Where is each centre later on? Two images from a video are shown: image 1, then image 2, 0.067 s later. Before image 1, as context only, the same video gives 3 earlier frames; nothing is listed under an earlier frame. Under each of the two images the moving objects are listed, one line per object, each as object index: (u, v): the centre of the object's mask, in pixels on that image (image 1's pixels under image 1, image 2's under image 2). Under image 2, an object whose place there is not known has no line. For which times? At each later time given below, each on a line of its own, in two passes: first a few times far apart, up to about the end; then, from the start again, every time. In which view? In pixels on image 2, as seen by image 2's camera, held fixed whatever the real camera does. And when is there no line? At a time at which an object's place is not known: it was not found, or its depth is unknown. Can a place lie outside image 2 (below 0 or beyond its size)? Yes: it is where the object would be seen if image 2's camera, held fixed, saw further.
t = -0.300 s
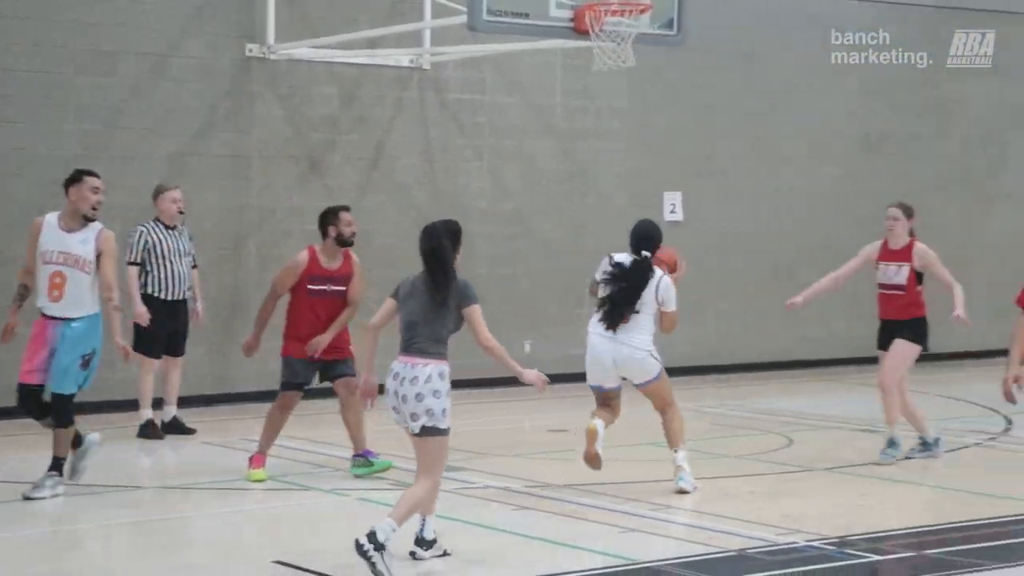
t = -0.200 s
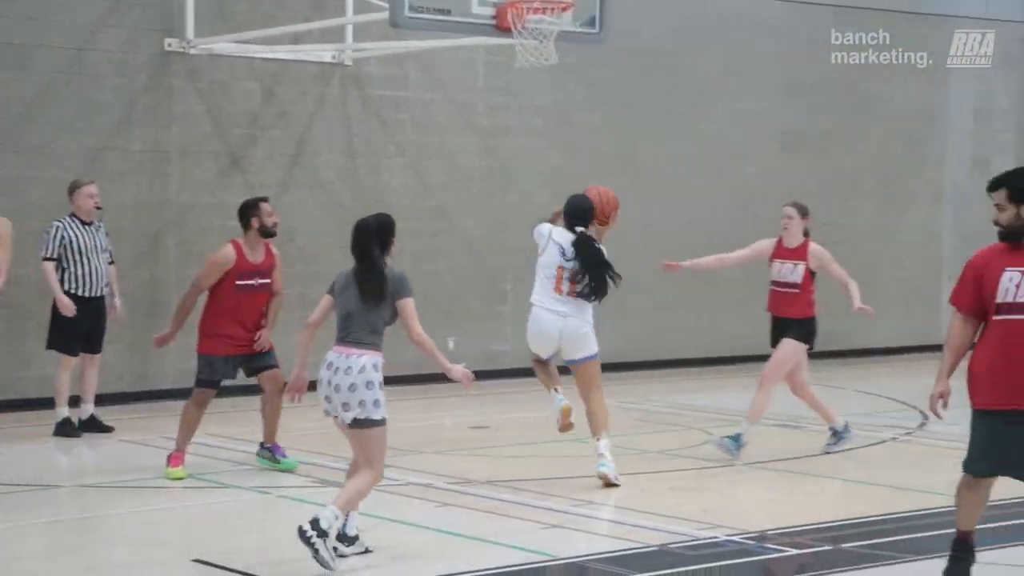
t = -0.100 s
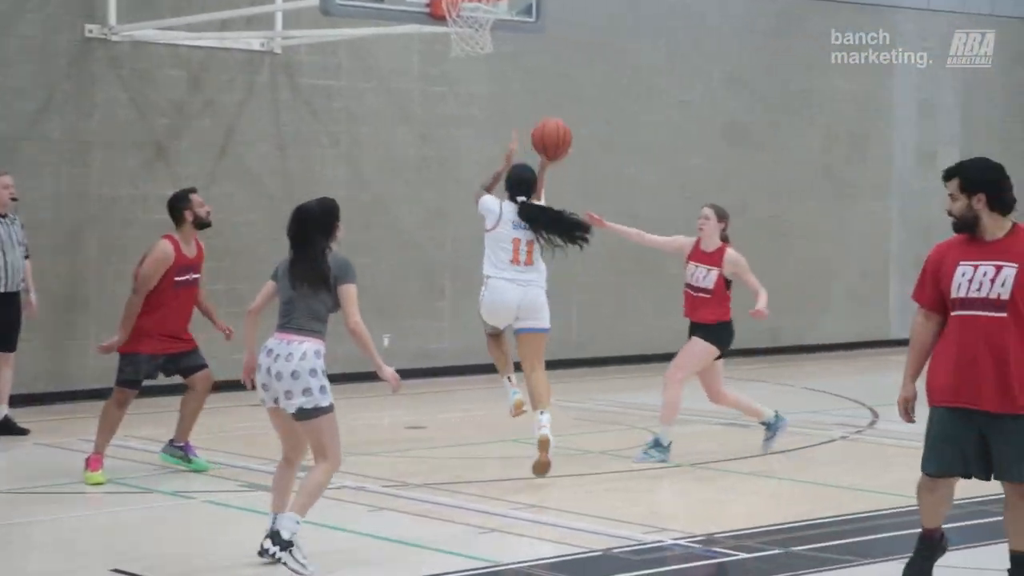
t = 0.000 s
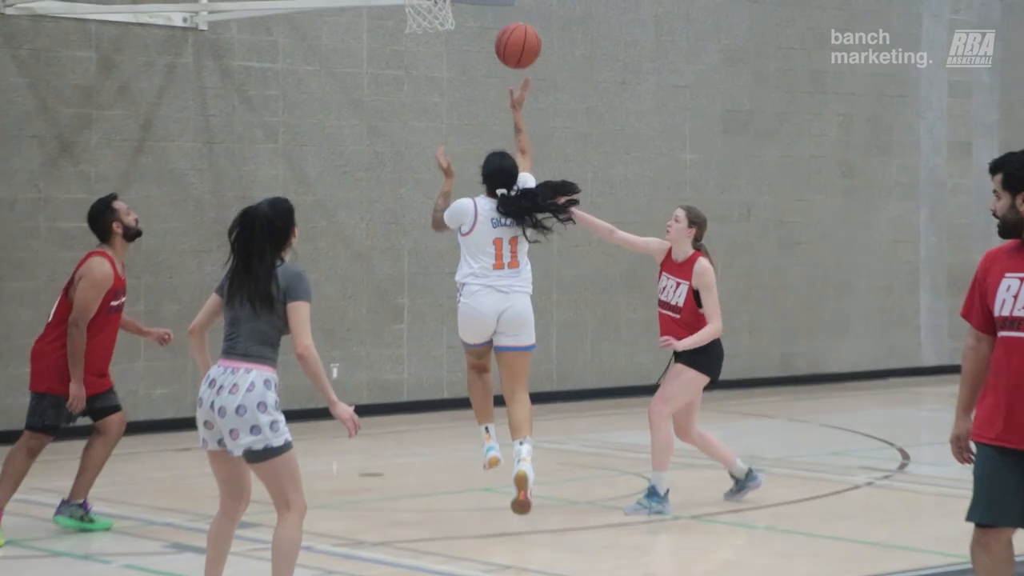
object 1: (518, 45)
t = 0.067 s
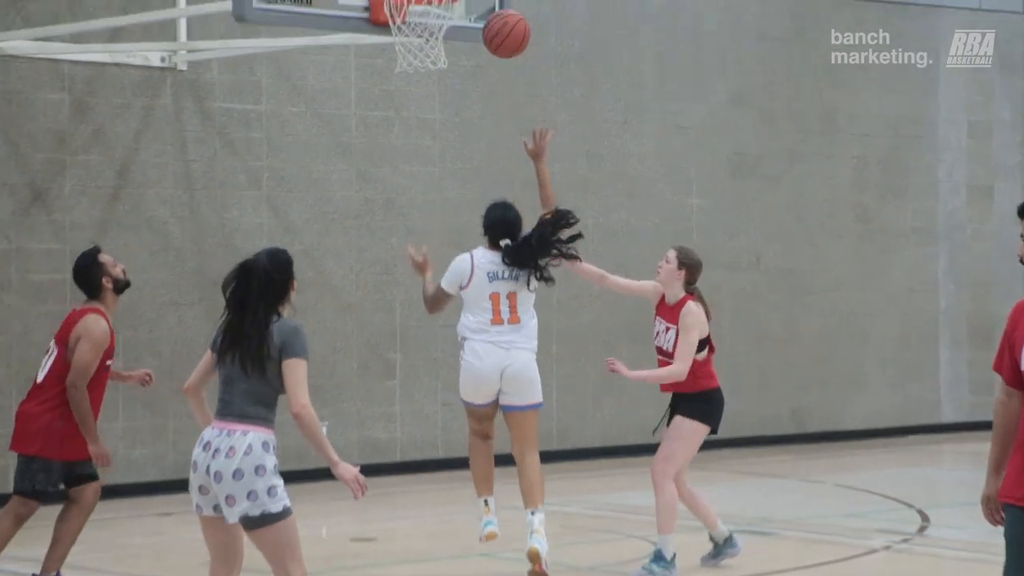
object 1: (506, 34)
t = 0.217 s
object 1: (489, -45)
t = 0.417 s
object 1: (468, -74)
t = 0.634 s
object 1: (448, -28)
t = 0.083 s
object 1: (504, 23)
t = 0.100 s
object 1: (502, 12)
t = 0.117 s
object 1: (501, 2)
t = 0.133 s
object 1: (499, -7)
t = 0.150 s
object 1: (497, -16)
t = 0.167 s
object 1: (495, -24)
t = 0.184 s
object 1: (493, -32)
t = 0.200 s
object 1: (491, -39)
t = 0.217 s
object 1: (489, -45)
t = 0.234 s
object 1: (488, -51)
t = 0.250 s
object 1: (486, -56)
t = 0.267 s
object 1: (484, -60)
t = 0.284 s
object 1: (482, -64)
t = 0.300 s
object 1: (481, -67)
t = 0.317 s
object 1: (479, -70)
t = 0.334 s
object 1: (476, -72)
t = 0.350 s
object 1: (475, -73)
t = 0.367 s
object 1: (473, -74)
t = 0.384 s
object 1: (472, -75)
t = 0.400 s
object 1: (470, -75)
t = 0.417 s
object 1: (468, -74)
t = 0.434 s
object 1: (467, -73)
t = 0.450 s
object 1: (465, -72)
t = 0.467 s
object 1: (463, -70)
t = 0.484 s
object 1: (462, -67)
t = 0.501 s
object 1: (460, -64)
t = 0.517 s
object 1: (459, -61)
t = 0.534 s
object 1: (457, -57)
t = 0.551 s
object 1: (456, -52)
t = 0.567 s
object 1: (454, -48)
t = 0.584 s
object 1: (453, -42)
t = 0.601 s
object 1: (451, -36)
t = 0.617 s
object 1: (450, -31)
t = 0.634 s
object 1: (448, -28)
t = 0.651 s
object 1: (446, -26)
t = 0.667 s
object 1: (445, -23)
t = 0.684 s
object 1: (443, -12)
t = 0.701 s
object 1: (441, -6)
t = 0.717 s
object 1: (438, -2)
